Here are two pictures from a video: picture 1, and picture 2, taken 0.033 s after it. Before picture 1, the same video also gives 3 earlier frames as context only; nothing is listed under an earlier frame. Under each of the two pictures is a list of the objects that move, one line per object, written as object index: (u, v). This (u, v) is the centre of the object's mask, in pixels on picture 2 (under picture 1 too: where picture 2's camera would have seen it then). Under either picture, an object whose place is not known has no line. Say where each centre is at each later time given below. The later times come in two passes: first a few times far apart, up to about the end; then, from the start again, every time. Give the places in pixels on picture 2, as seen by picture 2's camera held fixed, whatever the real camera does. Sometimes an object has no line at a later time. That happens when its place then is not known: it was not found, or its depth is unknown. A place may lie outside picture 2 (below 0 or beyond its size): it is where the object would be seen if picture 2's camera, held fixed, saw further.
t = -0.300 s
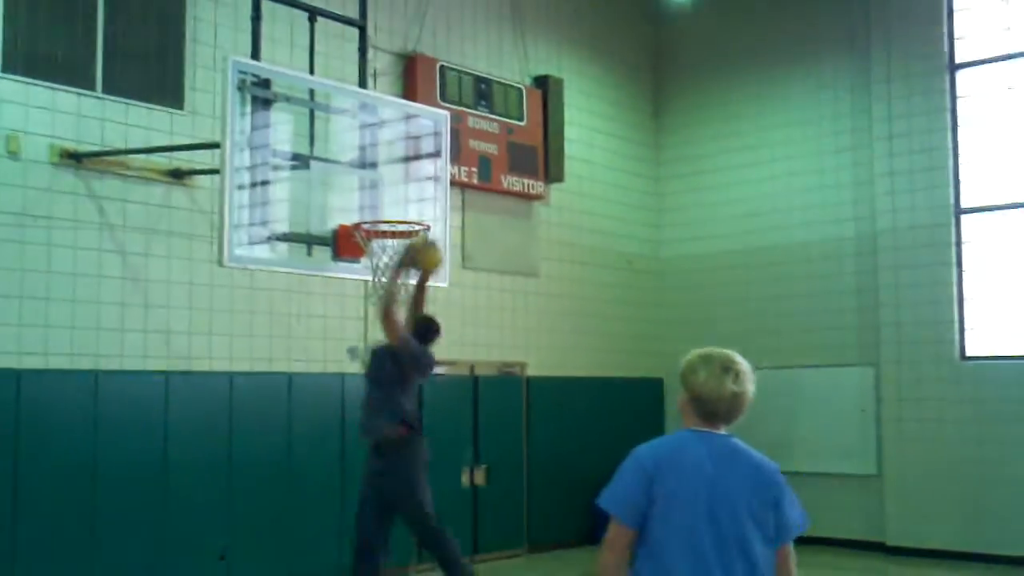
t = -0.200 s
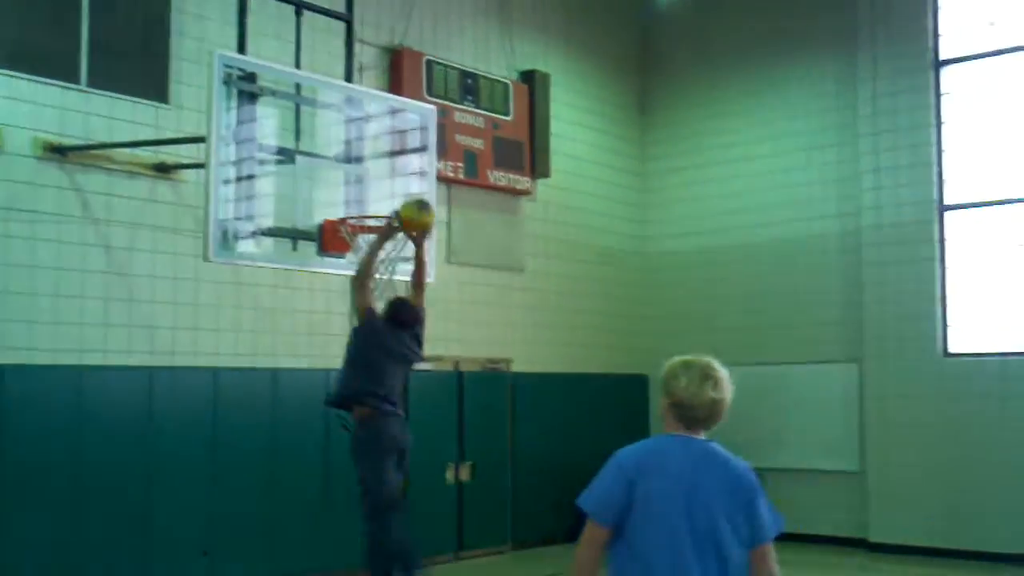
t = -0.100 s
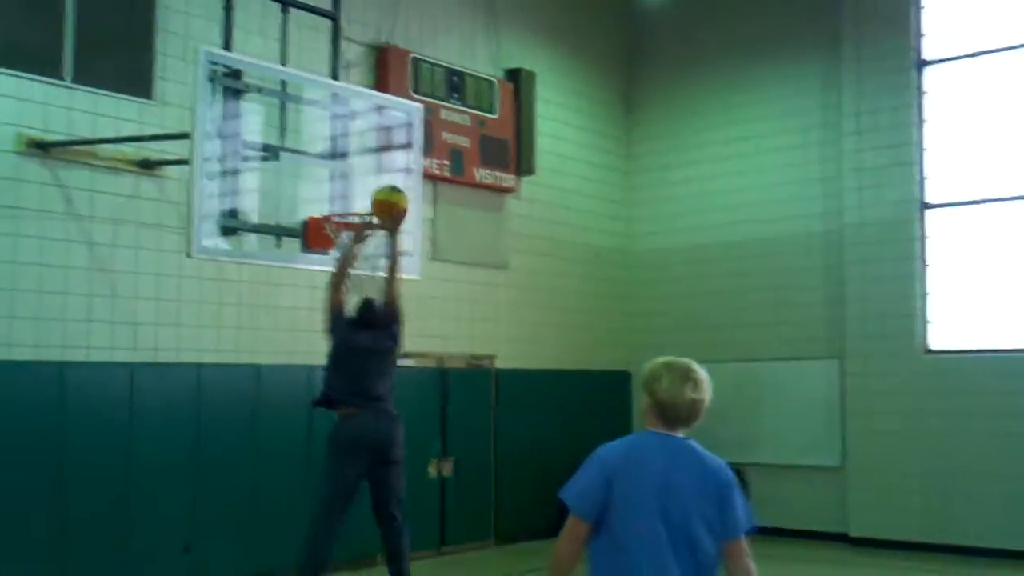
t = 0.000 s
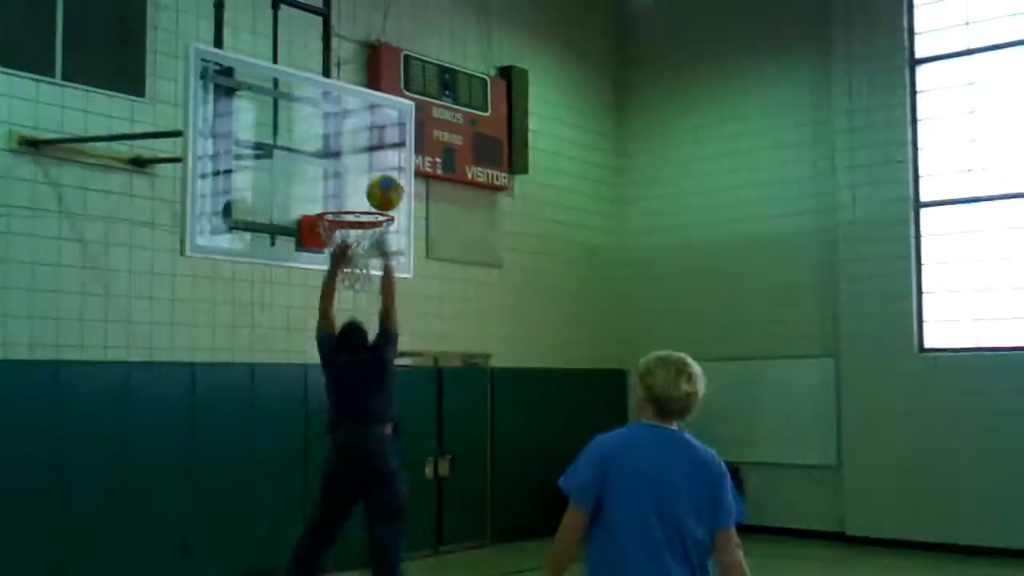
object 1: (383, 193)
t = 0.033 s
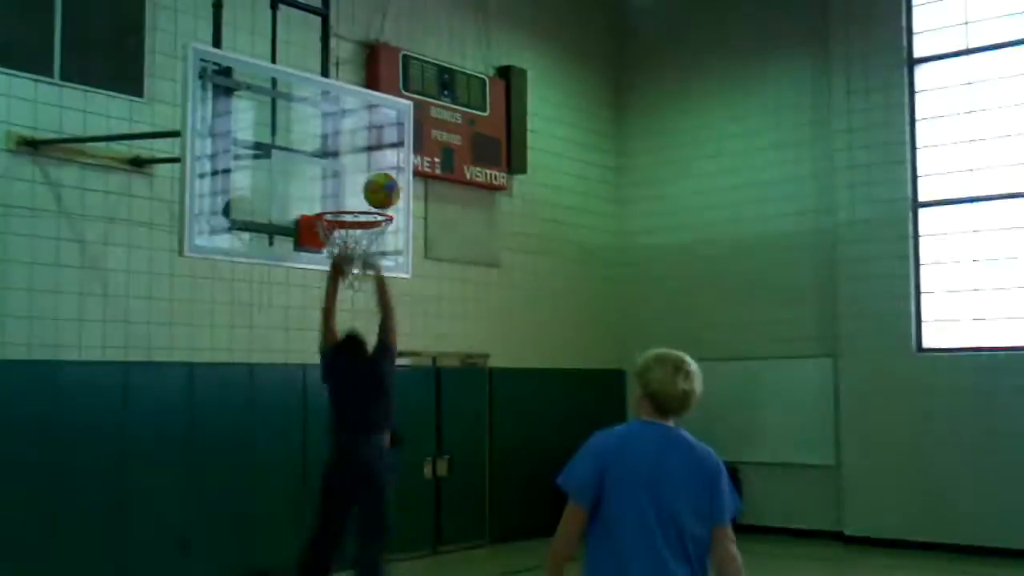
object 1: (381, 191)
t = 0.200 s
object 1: (373, 201)
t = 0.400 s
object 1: (359, 255)
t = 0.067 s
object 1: (380, 190)
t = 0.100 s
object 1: (379, 191)
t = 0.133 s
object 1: (377, 194)
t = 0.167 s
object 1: (376, 198)
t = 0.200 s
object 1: (373, 201)
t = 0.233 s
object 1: (370, 204)
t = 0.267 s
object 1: (368, 209)
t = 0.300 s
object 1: (365, 222)
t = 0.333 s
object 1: (365, 231)
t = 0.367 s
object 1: (362, 245)
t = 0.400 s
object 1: (359, 255)
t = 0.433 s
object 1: (358, 265)
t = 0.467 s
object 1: (353, 277)
